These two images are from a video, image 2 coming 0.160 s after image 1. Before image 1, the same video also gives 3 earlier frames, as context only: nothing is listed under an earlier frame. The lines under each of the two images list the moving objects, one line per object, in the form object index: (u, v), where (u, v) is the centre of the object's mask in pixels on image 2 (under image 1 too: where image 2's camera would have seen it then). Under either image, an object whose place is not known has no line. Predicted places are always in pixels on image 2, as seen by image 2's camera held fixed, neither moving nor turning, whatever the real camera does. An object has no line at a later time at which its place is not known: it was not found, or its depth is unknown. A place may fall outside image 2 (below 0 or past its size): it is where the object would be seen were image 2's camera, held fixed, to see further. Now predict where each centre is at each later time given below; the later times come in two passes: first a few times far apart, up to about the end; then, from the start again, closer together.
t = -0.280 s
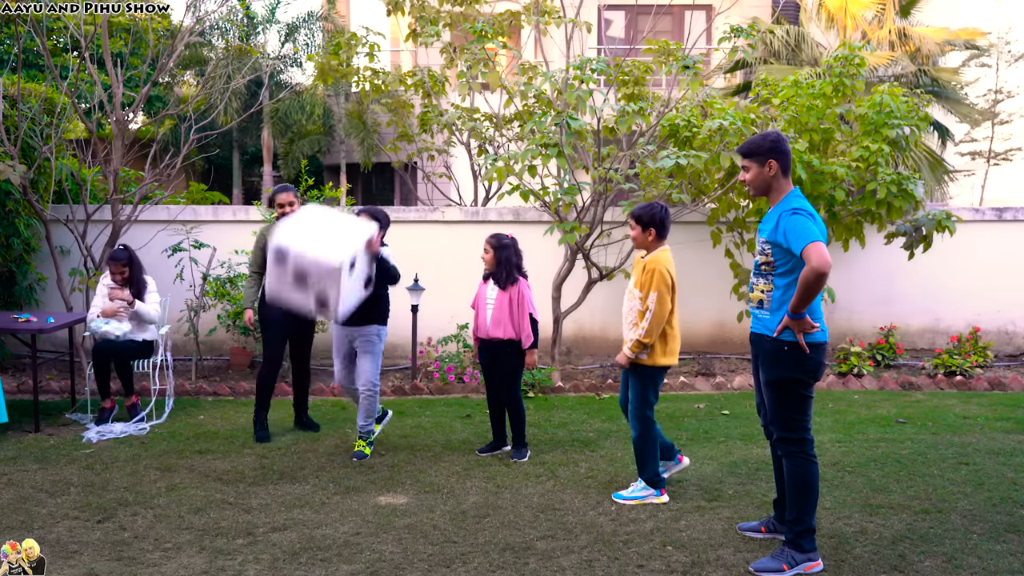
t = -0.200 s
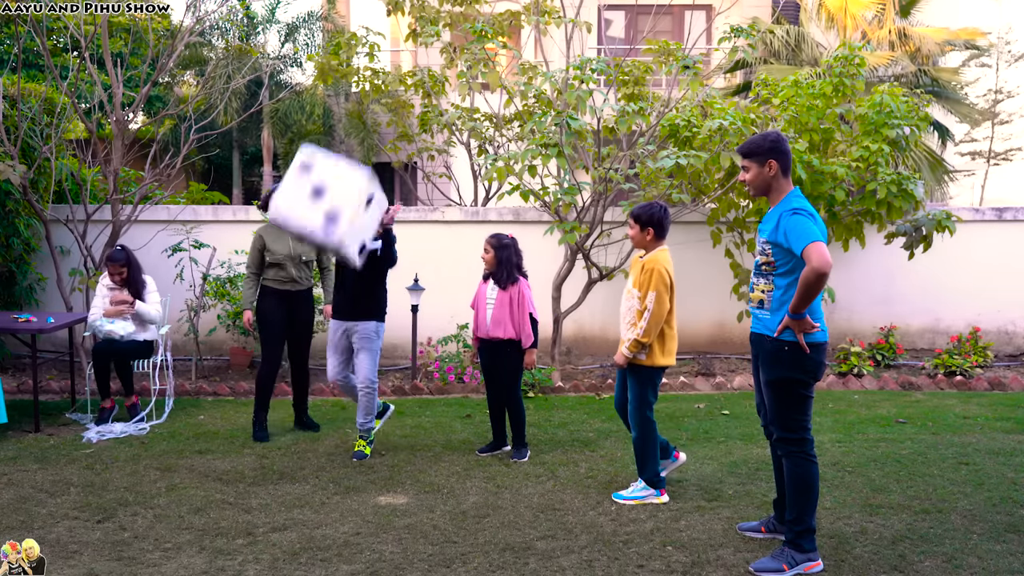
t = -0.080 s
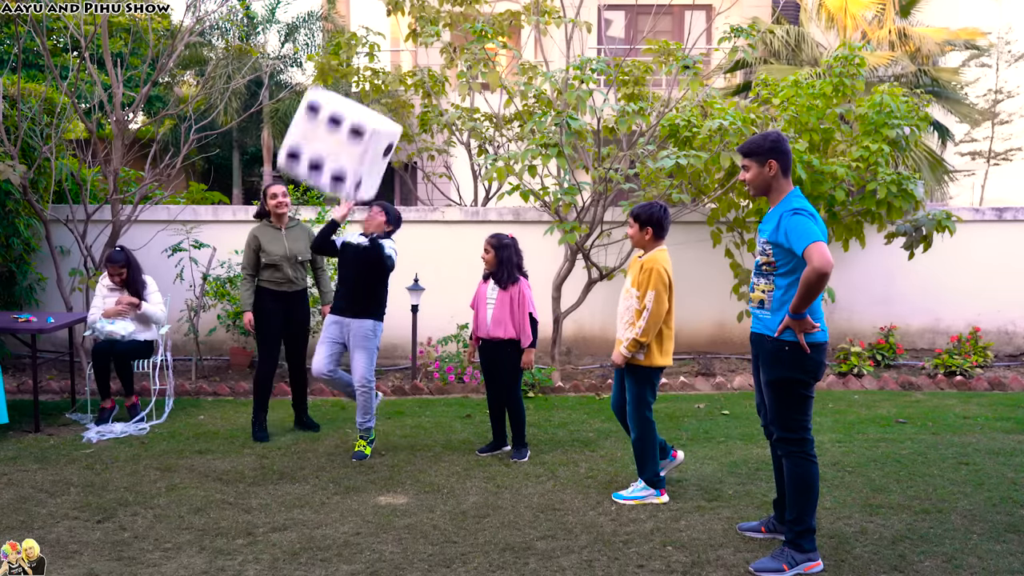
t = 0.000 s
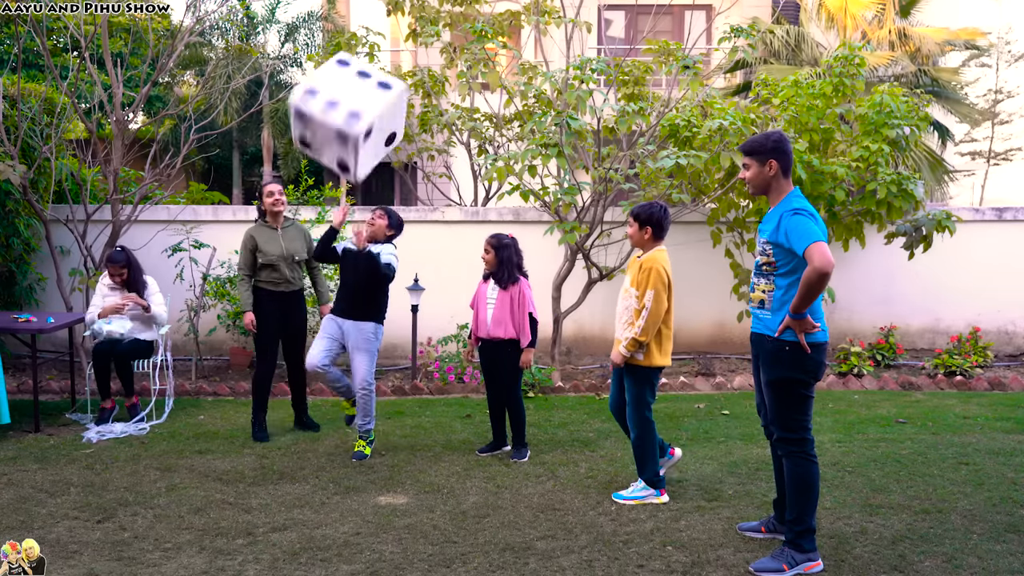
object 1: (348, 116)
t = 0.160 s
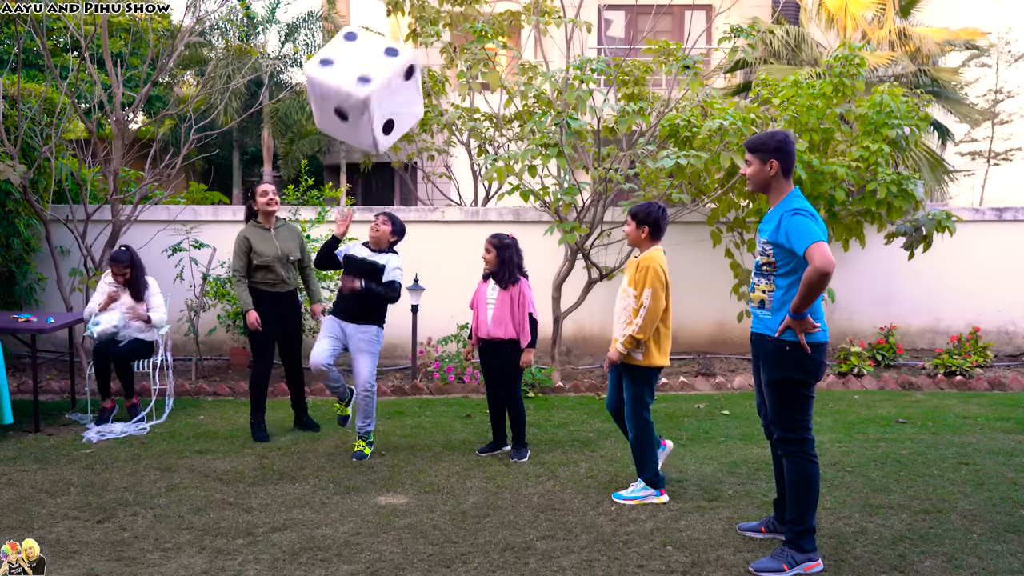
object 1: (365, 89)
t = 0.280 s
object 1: (378, 97)
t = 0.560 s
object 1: (404, 206)
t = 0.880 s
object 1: (421, 409)
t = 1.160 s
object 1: (359, 331)
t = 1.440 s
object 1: (298, 387)
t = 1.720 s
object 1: (248, 407)
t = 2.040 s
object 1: (202, 404)
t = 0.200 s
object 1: (369, 90)
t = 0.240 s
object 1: (373, 93)
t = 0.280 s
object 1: (378, 97)
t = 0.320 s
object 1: (381, 105)
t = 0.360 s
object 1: (385, 116)
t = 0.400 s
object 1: (390, 128)
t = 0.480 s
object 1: (397, 161)
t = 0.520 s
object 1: (401, 181)
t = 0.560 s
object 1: (404, 206)
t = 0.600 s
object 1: (407, 233)
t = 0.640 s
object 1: (411, 259)
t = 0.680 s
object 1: (416, 292)
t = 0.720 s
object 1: (418, 328)
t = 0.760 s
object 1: (422, 363)
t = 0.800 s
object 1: (427, 400)
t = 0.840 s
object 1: (430, 429)
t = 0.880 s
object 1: (421, 409)
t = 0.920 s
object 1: (411, 389)
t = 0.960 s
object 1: (401, 373)
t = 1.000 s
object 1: (395, 360)
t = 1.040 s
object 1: (387, 349)
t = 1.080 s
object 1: (378, 341)
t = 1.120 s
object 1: (368, 335)
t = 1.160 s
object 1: (359, 331)
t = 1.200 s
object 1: (349, 330)
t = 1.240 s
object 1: (339, 332)
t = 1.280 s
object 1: (330, 337)
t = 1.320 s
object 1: (321, 346)
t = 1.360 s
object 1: (313, 358)
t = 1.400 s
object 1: (306, 371)
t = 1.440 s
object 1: (298, 387)
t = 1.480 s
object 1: (290, 403)
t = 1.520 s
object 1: (282, 426)
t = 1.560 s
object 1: (275, 435)
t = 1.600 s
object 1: (268, 425)
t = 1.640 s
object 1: (261, 417)
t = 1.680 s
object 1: (254, 411)
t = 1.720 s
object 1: (248, 407)
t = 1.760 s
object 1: (241, 405)
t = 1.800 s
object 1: (234, 407)
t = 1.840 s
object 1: (228, 414)
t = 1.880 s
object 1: (222, 419)
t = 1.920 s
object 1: (217, 414)
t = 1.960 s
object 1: (212, 408)
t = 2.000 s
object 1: (207, 404)
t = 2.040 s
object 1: (202, 404)
